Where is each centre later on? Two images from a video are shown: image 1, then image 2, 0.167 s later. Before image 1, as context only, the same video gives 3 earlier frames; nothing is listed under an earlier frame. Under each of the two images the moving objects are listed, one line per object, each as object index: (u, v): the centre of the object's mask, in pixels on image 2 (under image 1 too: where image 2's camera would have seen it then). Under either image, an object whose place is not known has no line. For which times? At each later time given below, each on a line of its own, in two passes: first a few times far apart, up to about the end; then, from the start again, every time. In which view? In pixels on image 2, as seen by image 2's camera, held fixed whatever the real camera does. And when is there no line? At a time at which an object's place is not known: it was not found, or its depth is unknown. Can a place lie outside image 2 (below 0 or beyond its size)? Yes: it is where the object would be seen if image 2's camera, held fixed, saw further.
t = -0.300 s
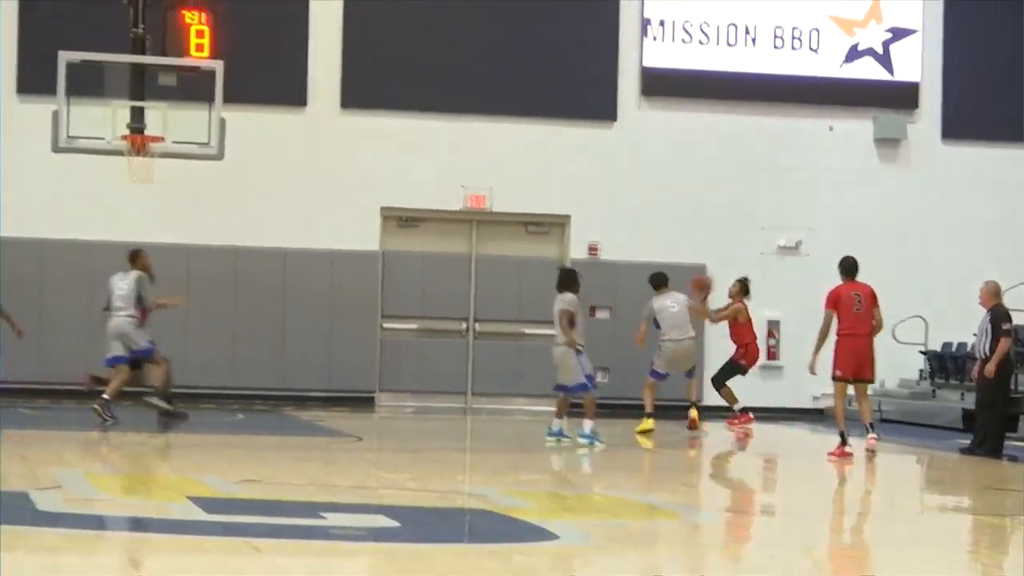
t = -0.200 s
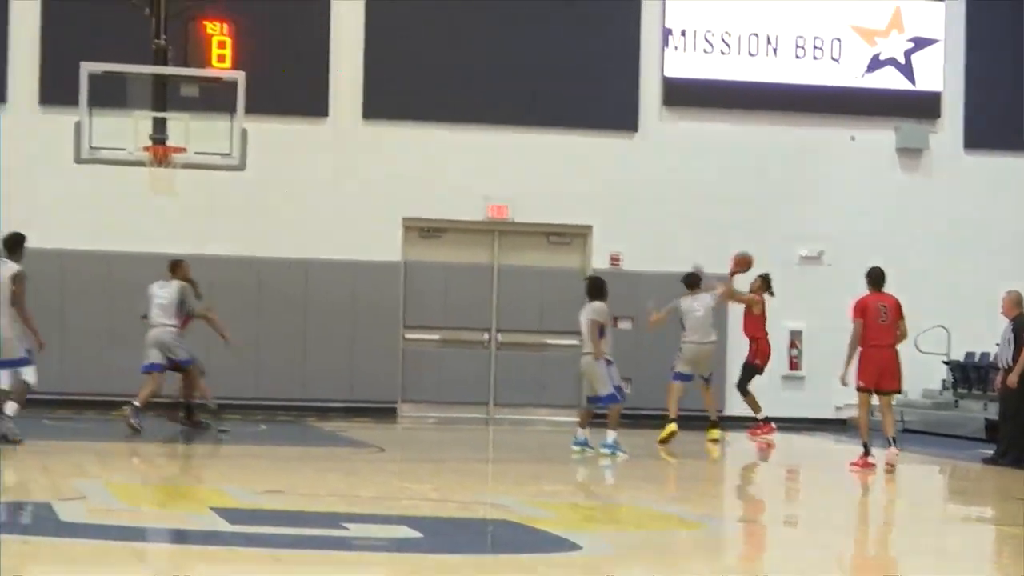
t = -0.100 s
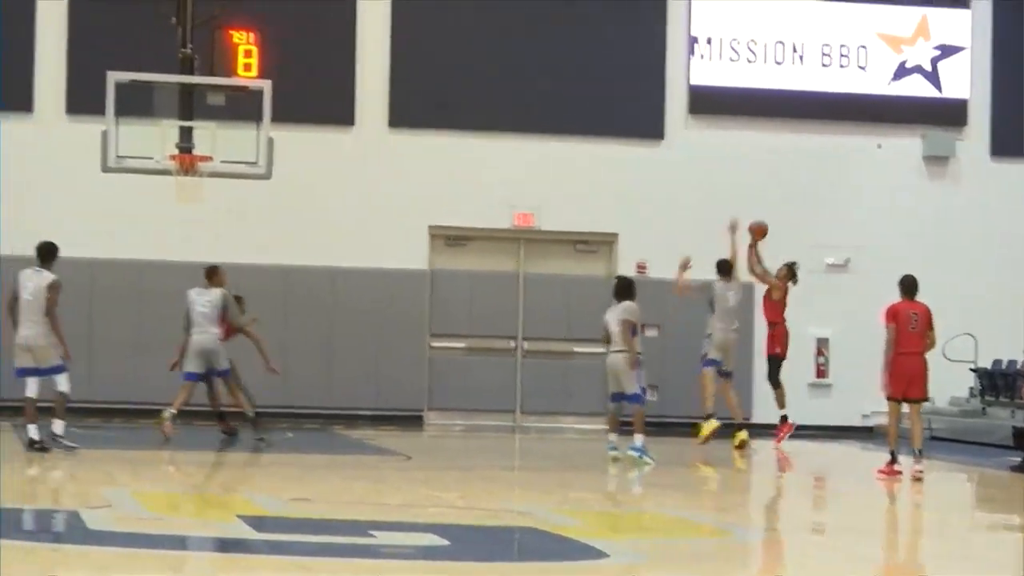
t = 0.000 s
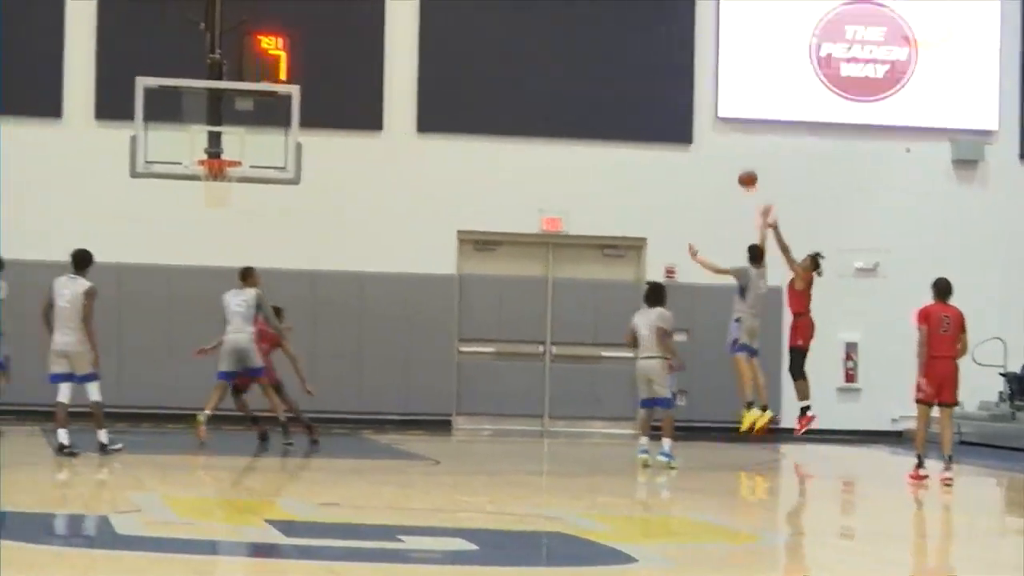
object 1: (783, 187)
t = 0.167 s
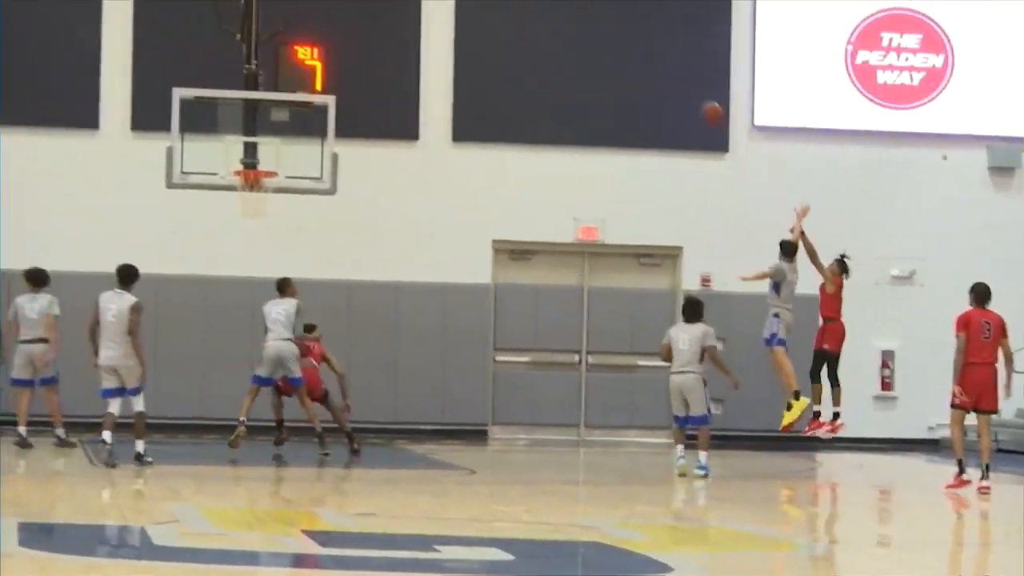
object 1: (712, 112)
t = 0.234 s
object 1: (682, 90)
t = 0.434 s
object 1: (595, 42)
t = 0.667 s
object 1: (492, 30)
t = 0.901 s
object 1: (389, 61)
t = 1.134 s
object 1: (284, 142)
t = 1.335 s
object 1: (228, 185)
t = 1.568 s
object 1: (238, 197)
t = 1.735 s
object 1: (254, 228)
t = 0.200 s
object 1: (698, 102)
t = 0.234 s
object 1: (682, 90)
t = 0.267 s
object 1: (668, 80)
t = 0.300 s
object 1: (652, 71)
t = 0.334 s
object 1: (638, 63)
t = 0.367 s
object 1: (624, 54)
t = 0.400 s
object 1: (610, 47)
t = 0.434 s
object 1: (595, 42)
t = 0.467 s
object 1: (580, 37)
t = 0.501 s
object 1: (566, 34)
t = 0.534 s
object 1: (551, 31)
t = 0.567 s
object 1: (536, 29)
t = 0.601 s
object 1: (521, 29)
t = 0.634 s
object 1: (507, 29)
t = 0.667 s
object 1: (492, 30)
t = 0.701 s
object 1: (478, 32)
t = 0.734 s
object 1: (465, 33)
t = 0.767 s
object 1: (449, 38)
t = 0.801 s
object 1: (434, 42)
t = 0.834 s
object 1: (419, 47)
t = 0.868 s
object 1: (406, 53)
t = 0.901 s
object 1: (389, 61)
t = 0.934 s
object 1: (375, 69)
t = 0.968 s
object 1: (360, 78)
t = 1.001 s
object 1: (345, 89)
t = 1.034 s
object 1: (331, 102)
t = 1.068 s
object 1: (317, 112)
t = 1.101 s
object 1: (300, 126)
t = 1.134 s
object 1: (284, 142)
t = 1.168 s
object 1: (271, 156)
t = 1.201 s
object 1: (253, 172)
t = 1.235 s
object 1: (247, 178)
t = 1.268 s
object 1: (233, 185)
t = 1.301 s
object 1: (230, 186)
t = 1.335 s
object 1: (228, 185)
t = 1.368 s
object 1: (228, 185)
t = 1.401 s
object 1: (229, 184)
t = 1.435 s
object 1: (230, 184)
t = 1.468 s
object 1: (232, 186)
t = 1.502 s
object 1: (235, 189)
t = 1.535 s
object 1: (236, 190)
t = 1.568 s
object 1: (238, 197)
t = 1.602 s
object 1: (242, 200)
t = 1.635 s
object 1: (245, 206)
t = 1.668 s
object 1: (249, 213)
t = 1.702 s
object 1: (251, 220)
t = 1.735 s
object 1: (254, 228)
